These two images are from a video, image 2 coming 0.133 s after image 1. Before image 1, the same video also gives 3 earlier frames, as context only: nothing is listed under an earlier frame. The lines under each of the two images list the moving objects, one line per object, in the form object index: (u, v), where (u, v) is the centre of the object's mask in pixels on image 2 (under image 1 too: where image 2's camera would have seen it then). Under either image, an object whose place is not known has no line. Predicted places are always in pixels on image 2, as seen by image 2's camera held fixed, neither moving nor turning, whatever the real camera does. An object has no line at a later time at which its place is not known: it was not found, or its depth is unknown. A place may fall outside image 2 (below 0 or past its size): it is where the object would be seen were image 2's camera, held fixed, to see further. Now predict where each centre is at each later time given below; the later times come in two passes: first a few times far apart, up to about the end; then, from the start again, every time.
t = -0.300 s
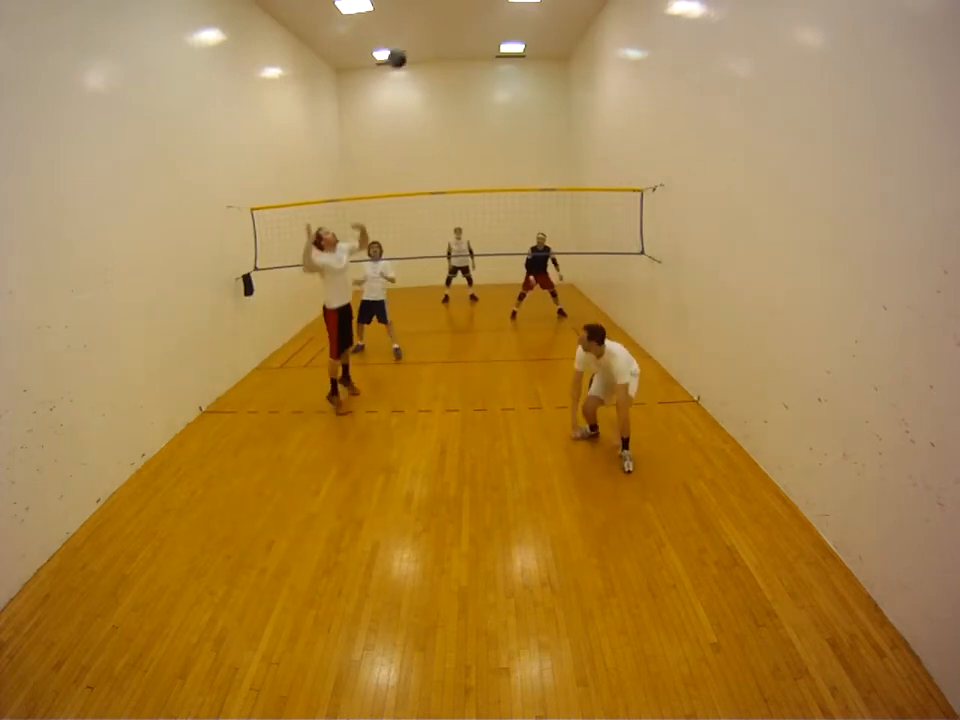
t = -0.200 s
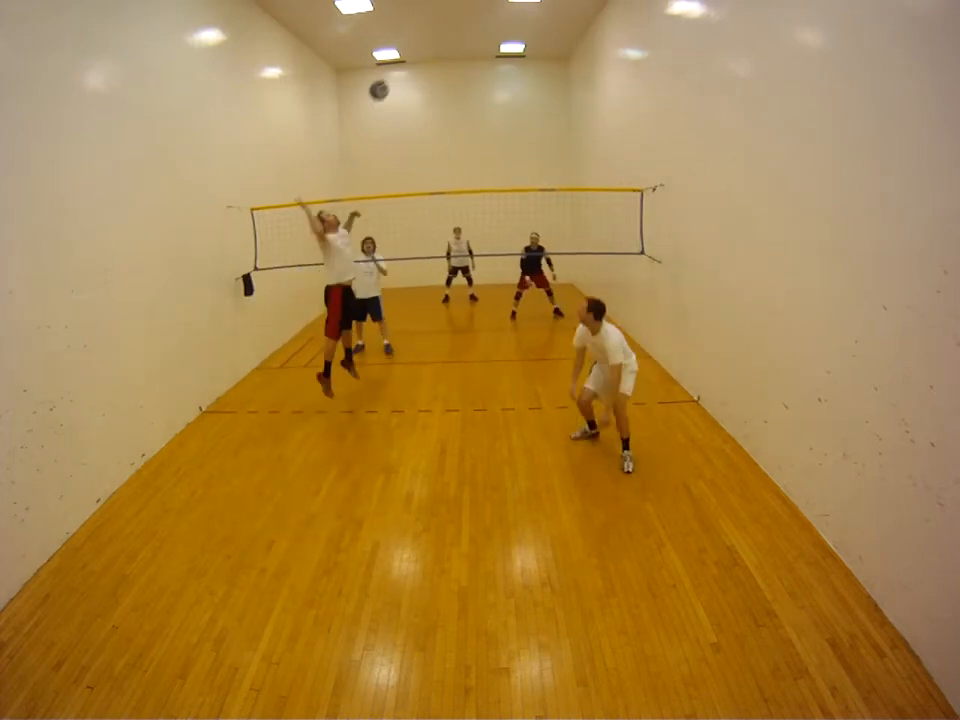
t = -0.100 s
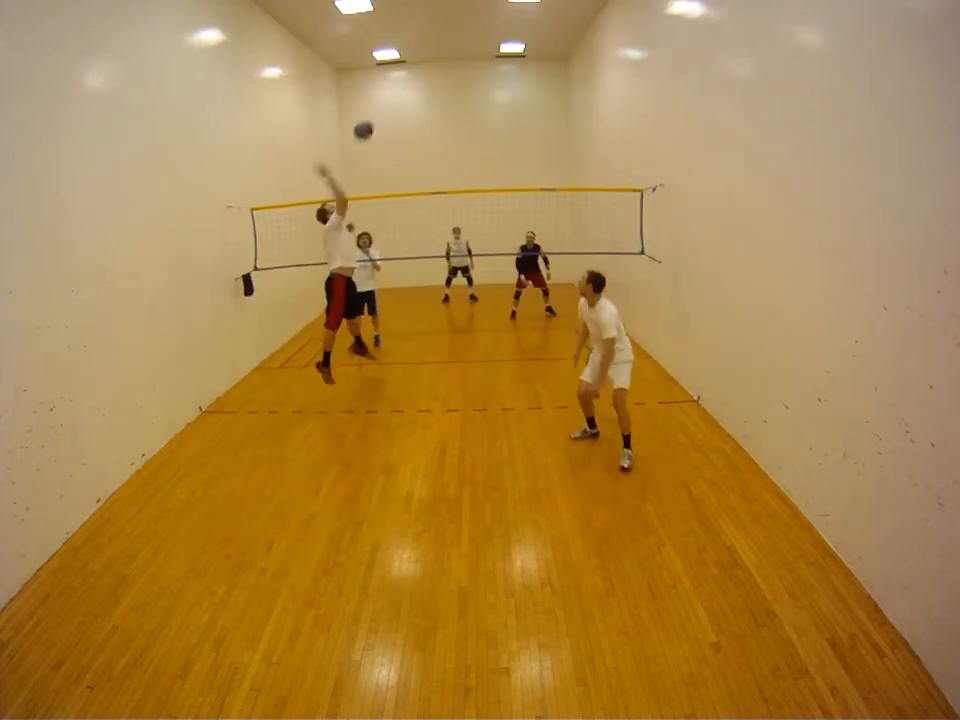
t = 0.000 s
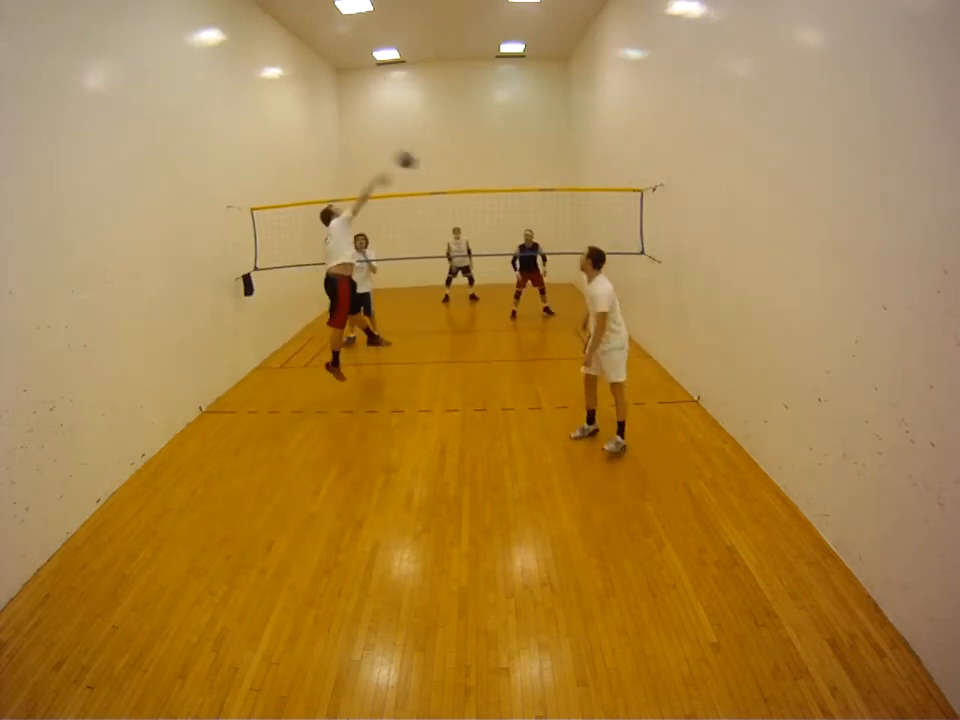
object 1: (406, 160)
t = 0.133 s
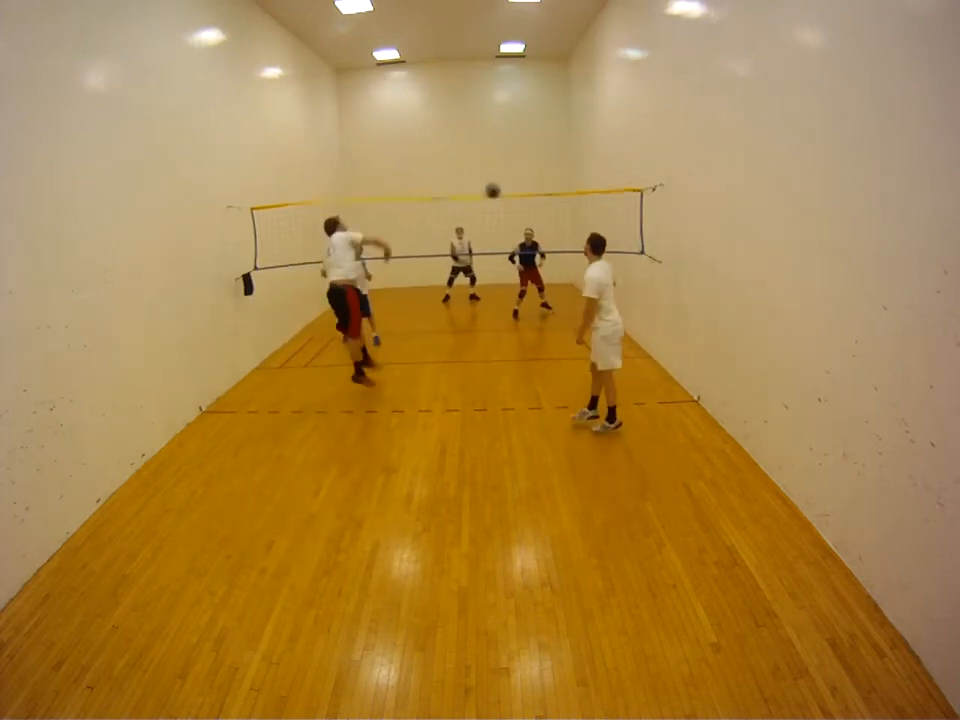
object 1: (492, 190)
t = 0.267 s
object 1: (530, 170)
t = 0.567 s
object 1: (614, 163)
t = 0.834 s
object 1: (661, 204)
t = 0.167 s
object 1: (502, 188)
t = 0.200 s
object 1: (511, 181)
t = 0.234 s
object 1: (521, 175)
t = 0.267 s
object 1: (530, 170)
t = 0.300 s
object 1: (539, 167)
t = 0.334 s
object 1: (549, 162)
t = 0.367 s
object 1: (559, 160)
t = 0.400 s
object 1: (568, 158)
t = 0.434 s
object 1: (576, 157)
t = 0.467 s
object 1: (586, 157)
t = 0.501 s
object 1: (596, 159)
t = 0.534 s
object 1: (605, 160)
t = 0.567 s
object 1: (614, 163)
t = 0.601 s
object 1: (624, 166)
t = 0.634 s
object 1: (633, 171)
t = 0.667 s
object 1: (642, 177)
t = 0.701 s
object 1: (651, 183)
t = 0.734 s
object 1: (660, 190)
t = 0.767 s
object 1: (670, 200)
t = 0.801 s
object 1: (667, 202)
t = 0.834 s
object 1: (661, 204)
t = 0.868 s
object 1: (655, 208)
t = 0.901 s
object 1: (650, 213)
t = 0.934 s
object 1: (644, 218)
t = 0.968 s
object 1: (638, 225)
